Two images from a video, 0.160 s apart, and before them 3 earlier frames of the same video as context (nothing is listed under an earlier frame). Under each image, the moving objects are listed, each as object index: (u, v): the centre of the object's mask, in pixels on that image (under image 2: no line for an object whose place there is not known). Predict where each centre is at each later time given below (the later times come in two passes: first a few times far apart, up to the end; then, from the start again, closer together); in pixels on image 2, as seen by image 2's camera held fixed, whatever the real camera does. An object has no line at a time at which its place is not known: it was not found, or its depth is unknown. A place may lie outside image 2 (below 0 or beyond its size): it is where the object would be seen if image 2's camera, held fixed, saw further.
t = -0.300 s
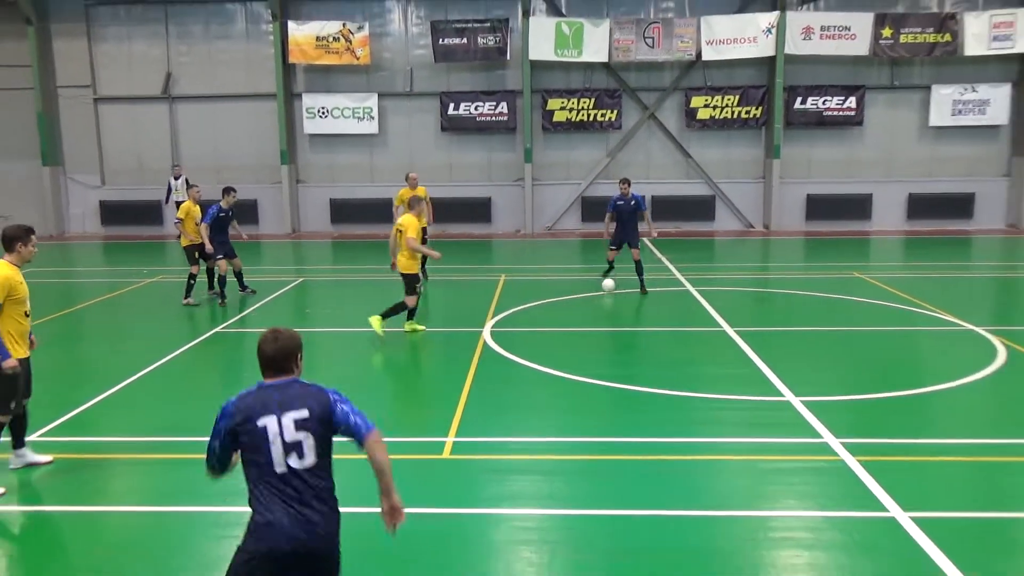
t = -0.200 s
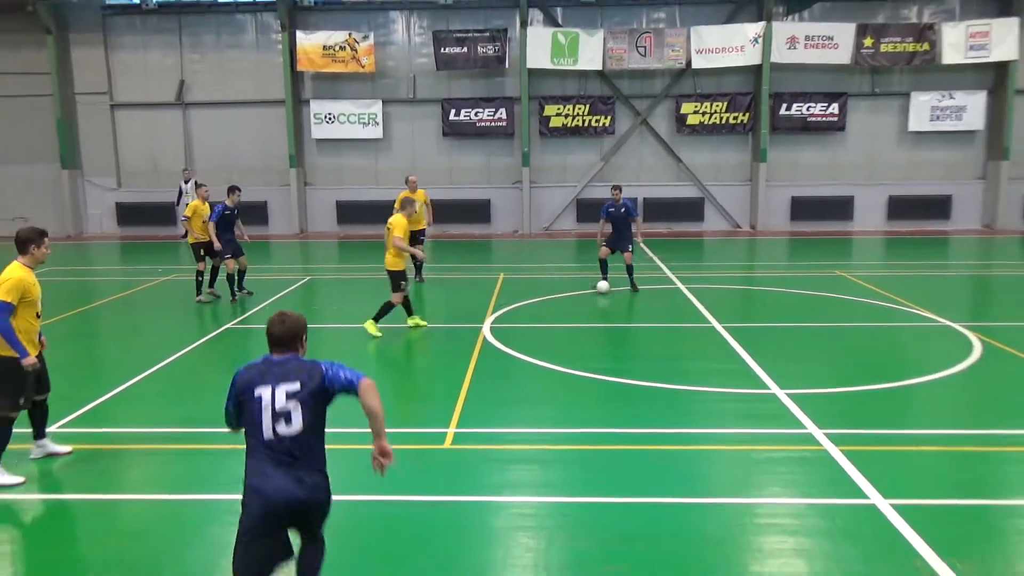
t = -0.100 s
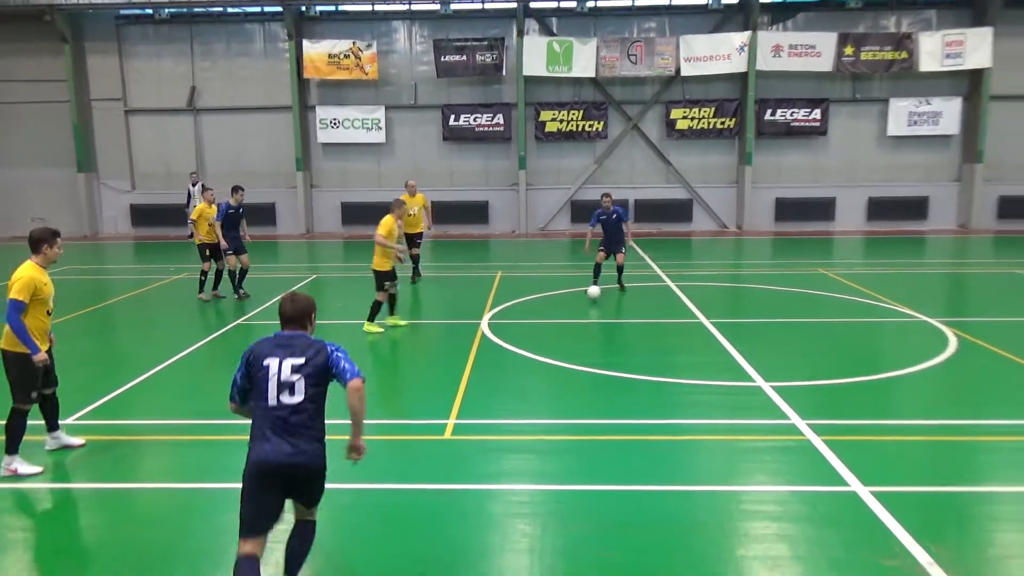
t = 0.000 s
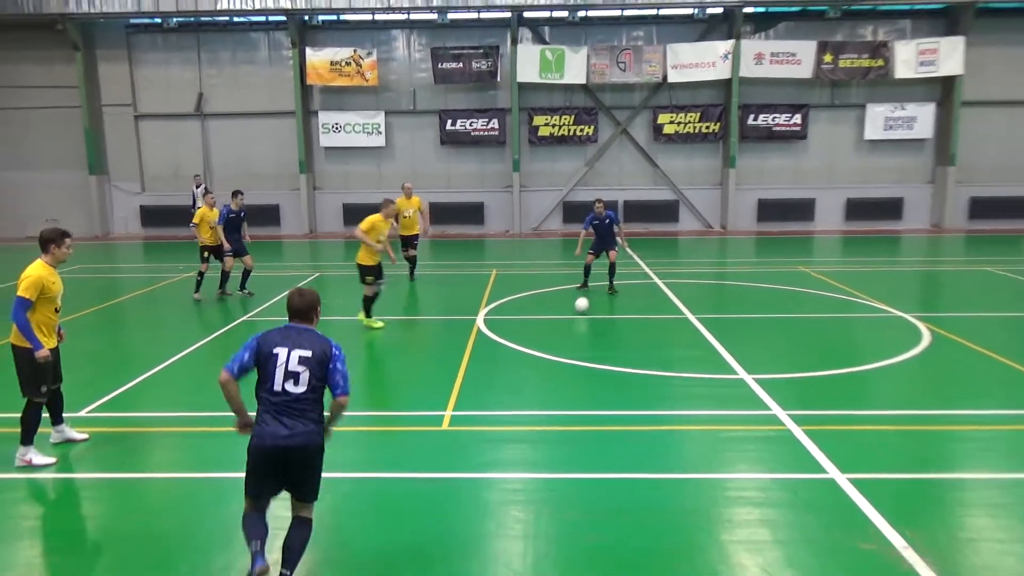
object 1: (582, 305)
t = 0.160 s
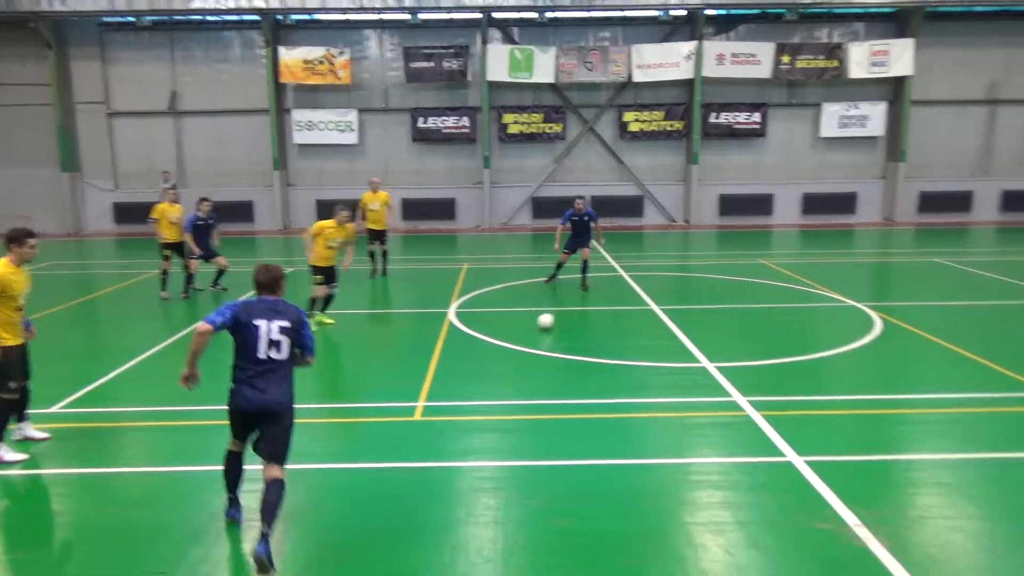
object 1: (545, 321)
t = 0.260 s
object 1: (542, 341)
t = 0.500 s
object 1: (531, 392)
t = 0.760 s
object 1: (516, 478)
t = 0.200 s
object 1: (544, 328)
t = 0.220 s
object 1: (543, 332)
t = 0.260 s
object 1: (542, 341)
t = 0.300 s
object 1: (540, 347)
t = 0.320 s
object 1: (540, 351)
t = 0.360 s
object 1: (538, 360)
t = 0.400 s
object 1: (536, 368)
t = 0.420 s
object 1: (535, 372)
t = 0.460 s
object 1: (533, 382)
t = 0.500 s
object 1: (531, 392)
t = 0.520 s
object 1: (530, 397)
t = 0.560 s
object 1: (528, 407)
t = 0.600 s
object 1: (526, 419)
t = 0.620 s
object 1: (525, 426)
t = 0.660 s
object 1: (522, 439)
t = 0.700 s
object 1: (520, 454)
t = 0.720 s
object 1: (519, 462)
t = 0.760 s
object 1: (516, 478)
